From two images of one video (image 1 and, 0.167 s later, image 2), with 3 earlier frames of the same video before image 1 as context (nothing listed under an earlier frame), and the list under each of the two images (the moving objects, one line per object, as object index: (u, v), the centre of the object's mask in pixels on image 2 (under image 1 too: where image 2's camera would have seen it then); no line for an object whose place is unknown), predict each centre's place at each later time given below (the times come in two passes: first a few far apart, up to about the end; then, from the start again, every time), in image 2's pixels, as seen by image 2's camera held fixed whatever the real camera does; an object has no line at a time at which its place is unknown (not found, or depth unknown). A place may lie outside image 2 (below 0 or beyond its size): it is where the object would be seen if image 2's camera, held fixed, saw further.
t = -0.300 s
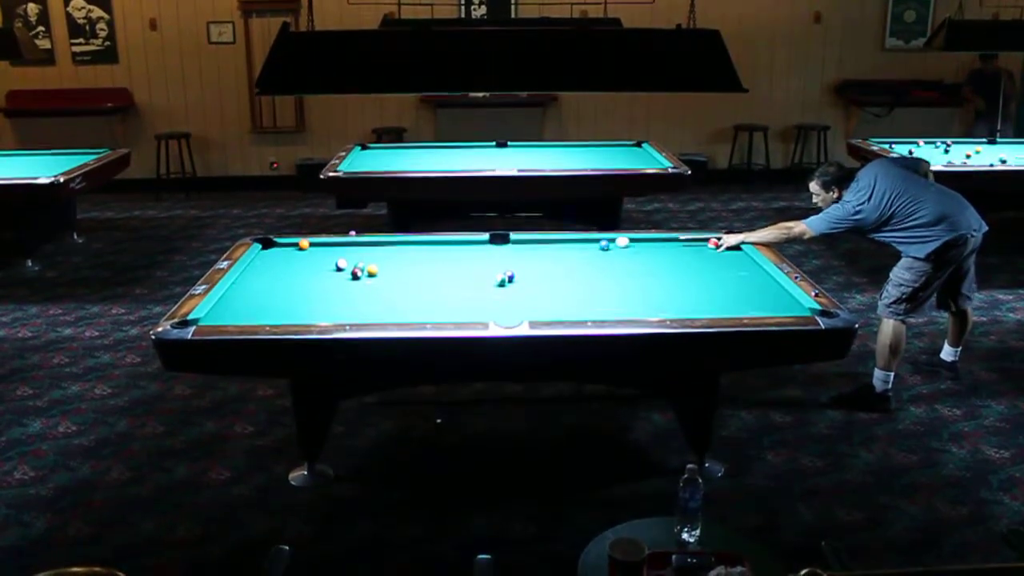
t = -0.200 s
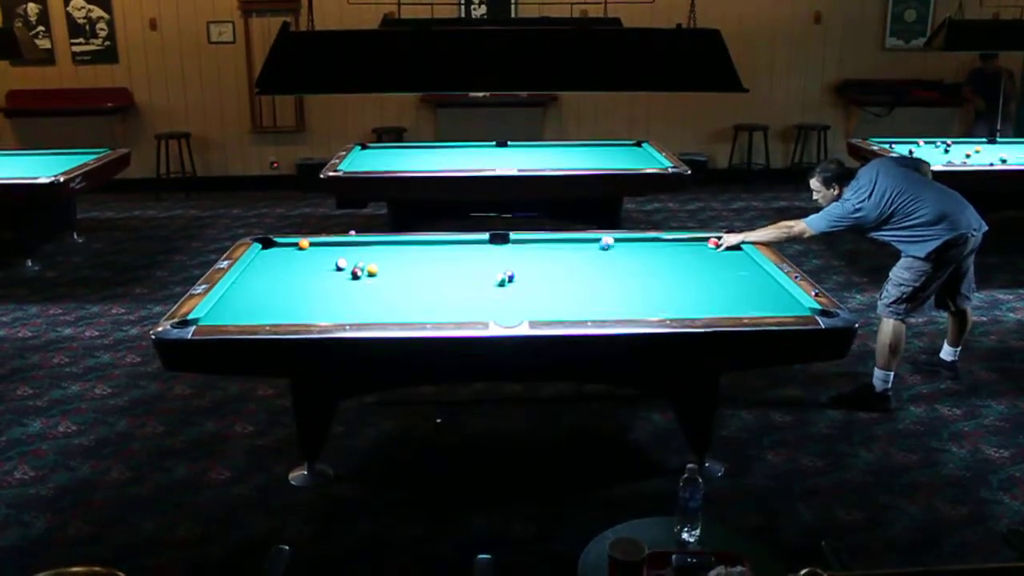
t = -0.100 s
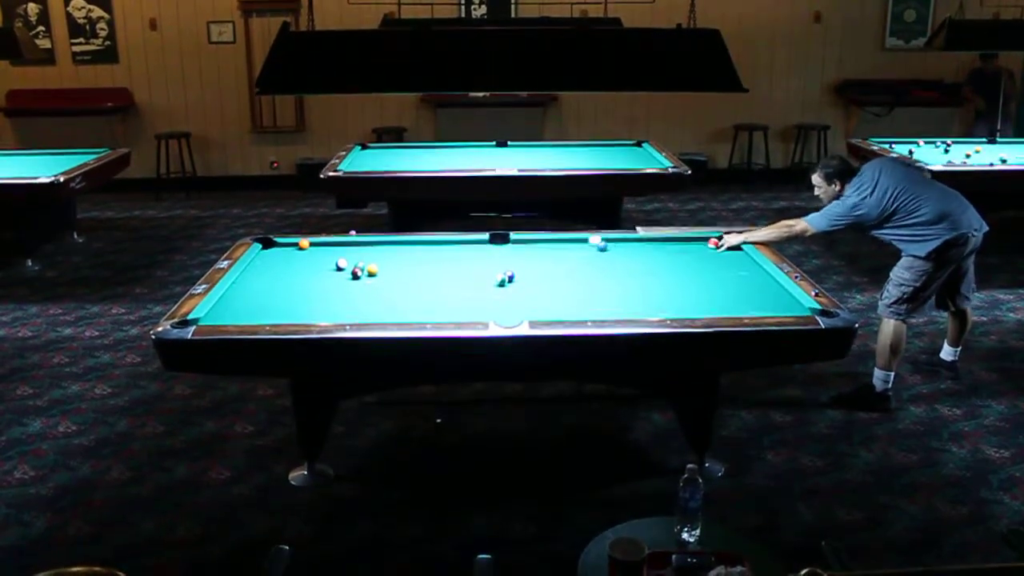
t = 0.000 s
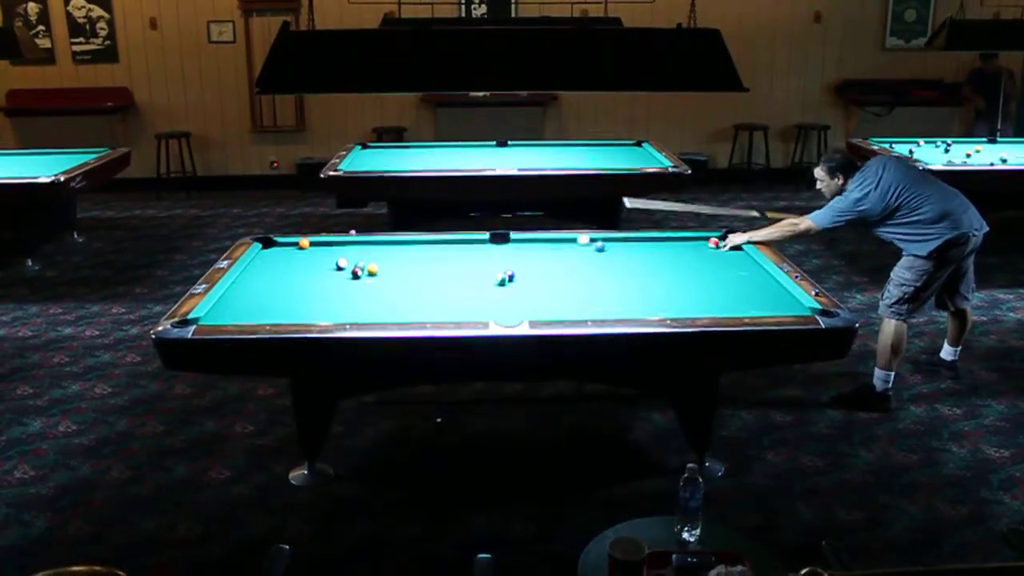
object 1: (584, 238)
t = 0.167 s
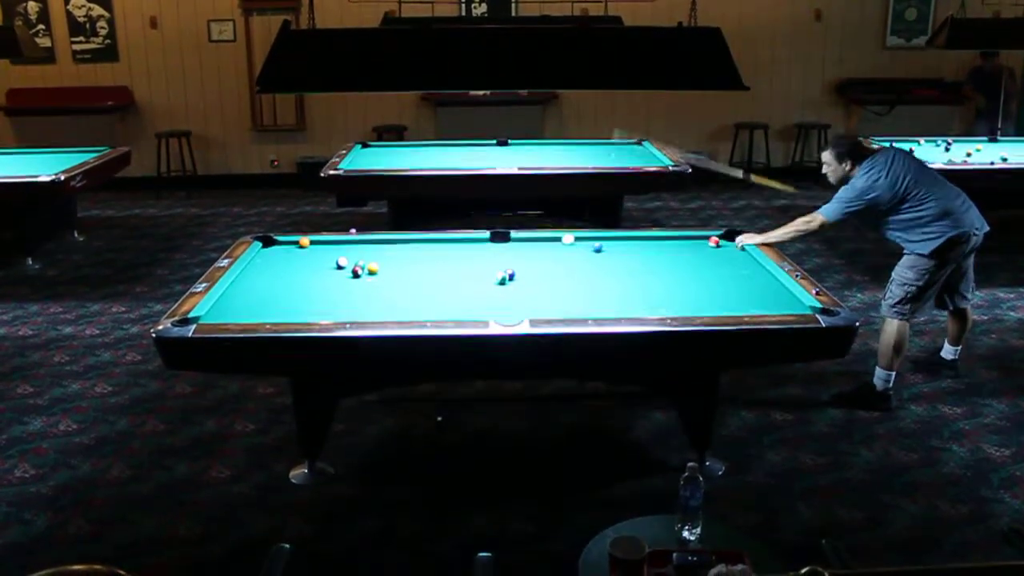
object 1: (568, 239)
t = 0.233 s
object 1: (562, 239)
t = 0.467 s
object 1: (540, 241)
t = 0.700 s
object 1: (519, 243)
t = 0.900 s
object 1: (502, 245)
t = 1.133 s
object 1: (482, 246)
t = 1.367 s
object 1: (464, 247)
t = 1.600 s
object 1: (445, 249)
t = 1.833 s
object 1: (428, 250)
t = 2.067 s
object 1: (411, 252)
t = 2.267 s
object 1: (397, 252)
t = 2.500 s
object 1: (382, 253)
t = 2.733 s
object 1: (367, 254)
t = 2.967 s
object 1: (354, 255)
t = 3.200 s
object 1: (339, 255)
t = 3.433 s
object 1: (329, 258)
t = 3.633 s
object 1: (318, 259)
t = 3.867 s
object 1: (308, 260)
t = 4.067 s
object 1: (297, 260)
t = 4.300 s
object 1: (288, 261)
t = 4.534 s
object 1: (281, 262)
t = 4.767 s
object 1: (273, 263)
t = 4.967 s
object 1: (267, 264)
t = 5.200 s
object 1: (260, 264)
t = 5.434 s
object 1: (256, 264)
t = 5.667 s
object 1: (252, 265)
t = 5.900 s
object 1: (253, 265)
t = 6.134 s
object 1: (253, 265)
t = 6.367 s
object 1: (253, 265)
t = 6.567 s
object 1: (253, 265)
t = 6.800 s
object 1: (253, 265)
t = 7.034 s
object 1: (254, 265)
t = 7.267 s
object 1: (254, 265)
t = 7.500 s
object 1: (253, 265)
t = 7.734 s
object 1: (253, 265)
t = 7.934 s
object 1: (253, 265)
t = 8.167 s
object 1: (253, 265)
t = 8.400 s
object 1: (253, 265)
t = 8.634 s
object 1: (253, 265)
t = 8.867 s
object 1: (253, 265)
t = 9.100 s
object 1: (253, 265)
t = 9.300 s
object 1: (253, 265)
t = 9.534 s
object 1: (253, 265)
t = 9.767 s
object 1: (253, 265)
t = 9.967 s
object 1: (254, 265)
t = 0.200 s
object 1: (564, 239)
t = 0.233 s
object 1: (562, 239)
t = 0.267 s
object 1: (558, 240)
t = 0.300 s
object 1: (555, 240)
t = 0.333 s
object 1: (552, 240)
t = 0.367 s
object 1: (549, 240)
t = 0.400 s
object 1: (546, 241)
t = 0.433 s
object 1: (543, 241)
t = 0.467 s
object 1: (540, 241)
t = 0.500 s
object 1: (538, 242)
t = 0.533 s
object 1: (534, 242)
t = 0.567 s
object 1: (531, 242)
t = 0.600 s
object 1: (529, 242)
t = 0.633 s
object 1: (525, 243)
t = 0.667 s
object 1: (522, 243)
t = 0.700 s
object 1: (519, 243)
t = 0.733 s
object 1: (516, 243)
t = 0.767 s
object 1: (513, 244)
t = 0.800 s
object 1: (511, 244)
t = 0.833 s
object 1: (508, 244)
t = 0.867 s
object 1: (505, 244)
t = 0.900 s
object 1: (502, 245)
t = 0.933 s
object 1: (499, 245)
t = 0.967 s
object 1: (496, 245)
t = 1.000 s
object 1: (494, 245)
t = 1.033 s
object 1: (491, 246)
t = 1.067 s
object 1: (488, 246)
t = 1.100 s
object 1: (485, 246)
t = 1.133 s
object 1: (482, 246)
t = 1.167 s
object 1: (480, 246)
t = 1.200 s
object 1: (477, 246)
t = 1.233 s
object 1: (475, 247)
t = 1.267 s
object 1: (472, 247)
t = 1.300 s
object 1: (469, 247)
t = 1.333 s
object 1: (467, 247)
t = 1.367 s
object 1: (464, 247)
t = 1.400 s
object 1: (461, 247)
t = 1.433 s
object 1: (458, 248)
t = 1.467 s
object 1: (455, 248)
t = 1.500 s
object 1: (454, 248)
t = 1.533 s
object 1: (451, 248)
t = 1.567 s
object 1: (448, 249)
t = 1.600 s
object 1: (445, 249)
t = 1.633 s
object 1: (443, 249)
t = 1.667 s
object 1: (440, 249)
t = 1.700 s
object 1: (438, 249)
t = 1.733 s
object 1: (435, 249)
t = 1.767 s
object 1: (433, 250)
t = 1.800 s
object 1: (430, 250)
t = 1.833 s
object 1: (428, 250)
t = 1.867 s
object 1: (425, 251)
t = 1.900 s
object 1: (423, 251)
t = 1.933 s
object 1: (420, 251)
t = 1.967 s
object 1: (418, 251)
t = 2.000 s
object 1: (415, 251)
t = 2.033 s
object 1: (413, 252)
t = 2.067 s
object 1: (411, 252)
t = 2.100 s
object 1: (408, 252)
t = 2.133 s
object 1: (405, 252)
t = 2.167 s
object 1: (403, 252)
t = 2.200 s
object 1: (401, 252)
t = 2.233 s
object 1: (399, 252)
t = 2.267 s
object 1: (397, 252)
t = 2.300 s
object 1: (395, 252)
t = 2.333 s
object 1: (392, 252)
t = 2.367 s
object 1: (390, 252)
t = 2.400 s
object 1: (388, 253)
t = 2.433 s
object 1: (386, 253)
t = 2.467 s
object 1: (384, 253)
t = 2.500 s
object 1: (382, 253)
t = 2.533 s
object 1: (380, 253)
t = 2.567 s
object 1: (378, 253)
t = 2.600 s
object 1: (375, 254)
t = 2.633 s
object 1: (375, 254)
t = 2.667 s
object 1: (372, 254)
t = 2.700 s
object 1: (370, 254)
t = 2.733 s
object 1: (367, 254)
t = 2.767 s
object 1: (365, 254)
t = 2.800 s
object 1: (364, 254)
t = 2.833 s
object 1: (362, 254)
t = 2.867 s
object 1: (359, 254)
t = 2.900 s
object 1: (357, 255)
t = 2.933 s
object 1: (355, 255)
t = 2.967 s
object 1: (354, 255)
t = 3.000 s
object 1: (352, 255)
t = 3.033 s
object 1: (351, 255)
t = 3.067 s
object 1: (349, 255)
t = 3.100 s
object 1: (347, 255)
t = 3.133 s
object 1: (345, 254)
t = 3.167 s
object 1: (345, 255)
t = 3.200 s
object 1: (339, 255)
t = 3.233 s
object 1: (338, 255)
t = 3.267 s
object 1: (337, 256)
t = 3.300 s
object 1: (334, 256)
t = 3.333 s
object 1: (333, 256)
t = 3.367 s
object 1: (332, 257)
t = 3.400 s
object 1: (331, 258)
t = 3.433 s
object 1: (329, 258)
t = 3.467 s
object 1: (327, 258)
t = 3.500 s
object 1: (325, 258)
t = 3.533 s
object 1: (323, 259)
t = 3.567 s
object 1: (321, 259)
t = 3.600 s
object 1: (320, 259)
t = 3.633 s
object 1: (318, 259)
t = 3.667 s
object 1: (317, 259)
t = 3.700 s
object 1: (316, 259)
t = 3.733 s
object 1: (314, 259)
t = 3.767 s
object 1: (312, 259)
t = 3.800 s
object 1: (310, 259)
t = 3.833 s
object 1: (309, 260)
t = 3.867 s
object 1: (308, 260)
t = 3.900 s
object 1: (306, 260)
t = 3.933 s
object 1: (305, 260)
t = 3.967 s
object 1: (303, 260)
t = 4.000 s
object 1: (301, 260)
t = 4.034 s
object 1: (298, 260)
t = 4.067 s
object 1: (297, 260)
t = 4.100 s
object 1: (295, 260)
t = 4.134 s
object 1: (295, 261)
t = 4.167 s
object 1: (293, 261)
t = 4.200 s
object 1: (291, 261)
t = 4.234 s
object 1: (291, 261)
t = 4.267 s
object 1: (289, 261)
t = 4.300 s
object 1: (288, 261)
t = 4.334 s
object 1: (287, 261)
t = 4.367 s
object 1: (286, 261)
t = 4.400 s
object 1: (285, 261)
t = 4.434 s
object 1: (284, 261)
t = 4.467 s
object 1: (282, 262)
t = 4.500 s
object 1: (282, 262)
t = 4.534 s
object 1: (281, 262)
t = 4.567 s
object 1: (279, 262)
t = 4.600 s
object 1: (277, 263)
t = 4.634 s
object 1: (277, 263)
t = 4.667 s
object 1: (276, 263)
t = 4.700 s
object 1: (275, 263)
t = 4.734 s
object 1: (274, 263)
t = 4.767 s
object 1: (273, 263)
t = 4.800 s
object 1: (272, 263)
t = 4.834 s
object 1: (270, 263)
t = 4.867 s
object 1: (269, 263)
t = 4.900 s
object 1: (269, 263)
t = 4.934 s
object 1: (268, 263)
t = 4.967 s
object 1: (267, 264)
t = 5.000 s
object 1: (266, 264)
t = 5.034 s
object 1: (265, 264)
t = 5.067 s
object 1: (264, 264)
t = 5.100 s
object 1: (264, 264)
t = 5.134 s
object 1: (263, 264)
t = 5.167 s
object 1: (261, 264)
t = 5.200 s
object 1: (260, 264)
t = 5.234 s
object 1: (260, 264)
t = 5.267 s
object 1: (259, 264)
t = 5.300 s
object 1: (259, 264)
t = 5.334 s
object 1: (258, 264)
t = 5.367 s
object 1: (257, 264)
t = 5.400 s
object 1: (256, 264)
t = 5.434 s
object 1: (256, 264)
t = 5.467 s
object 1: (255, 264)
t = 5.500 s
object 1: (254, 264)
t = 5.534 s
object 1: (253, 265)
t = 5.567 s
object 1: (253, 265)
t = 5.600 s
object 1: (253, 265)
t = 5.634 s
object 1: (252, 265)
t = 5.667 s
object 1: (252, 265)
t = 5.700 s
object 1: (252, 265)
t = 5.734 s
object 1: (252, 265)
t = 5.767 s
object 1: (252, 265)
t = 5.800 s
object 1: (252, 265)
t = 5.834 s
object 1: (252, 265)
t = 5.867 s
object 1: (252, 265)
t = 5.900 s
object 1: (253, 265)
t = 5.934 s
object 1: (253, 265)
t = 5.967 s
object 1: (253, 265)
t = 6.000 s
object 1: (253, 265)
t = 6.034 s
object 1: (253, 265)
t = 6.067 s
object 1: (253, 265)
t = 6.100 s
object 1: (253, 265)
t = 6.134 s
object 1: (253, 265)
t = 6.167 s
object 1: (253, 265)
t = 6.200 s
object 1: (253, 265)
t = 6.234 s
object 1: (253, 265)
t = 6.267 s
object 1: (253, 265)
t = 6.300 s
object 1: (253, 265)
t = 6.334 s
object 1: (253, 265)
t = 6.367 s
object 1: (253, 265)
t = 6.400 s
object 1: (253, 265)
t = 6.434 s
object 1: (253, 265)
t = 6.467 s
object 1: (253, 265)
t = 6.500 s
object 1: (253, 265)
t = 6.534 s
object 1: (253, 265)
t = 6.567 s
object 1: (253, 265)
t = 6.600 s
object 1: (253, 265)
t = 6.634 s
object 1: (253, 265)
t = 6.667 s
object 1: (253, 265)
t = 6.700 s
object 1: (253, 265)
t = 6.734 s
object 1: (253, 265)
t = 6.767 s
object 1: (253, 265)
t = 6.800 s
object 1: (253, 265)
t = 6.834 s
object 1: (253, 265)
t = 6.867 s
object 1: (253, 265)
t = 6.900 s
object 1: (253, 265)
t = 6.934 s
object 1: (253, 265)
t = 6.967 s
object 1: (253, 265)
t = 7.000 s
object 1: (254, 265)
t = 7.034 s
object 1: (254, 265)
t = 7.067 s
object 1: (253, 265)
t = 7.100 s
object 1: (253, 265)
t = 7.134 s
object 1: (253, 265)
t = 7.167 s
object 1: (253, 265)
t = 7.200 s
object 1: (253, 265)
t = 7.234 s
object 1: (253, 265)
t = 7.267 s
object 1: (254, 265)
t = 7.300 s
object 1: (253, 265)
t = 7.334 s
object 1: (253, 265)
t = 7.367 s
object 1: (253, 265)
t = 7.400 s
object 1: (253, 265)
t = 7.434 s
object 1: (253, 265)
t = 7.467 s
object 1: (253, 265)
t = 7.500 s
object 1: (253, 265)
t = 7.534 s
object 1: (253, 265)
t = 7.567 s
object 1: (253, 265)
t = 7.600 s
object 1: (253, 265)
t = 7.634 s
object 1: (253, 265)
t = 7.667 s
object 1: (253, 265)
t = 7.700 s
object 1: (253, 265)
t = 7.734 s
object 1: (253, 265)
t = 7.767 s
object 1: (253, 265)
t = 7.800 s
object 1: (253, 265)
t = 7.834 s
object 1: (253, 265)
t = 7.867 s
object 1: (253, 265)
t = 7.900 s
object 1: (253, 265)
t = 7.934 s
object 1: (253, 265)
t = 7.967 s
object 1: (253, 265)
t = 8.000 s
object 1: (253, 265)
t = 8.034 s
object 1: (253, 265)
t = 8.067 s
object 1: (253, 265)
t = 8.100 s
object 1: (253, 265)
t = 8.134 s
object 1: (253, 265)
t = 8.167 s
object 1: (253, 265)
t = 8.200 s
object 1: (253, 265)
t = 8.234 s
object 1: (253, 265)
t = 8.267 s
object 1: (253, 265)
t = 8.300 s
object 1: (253, 265)
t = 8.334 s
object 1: (253, 265)
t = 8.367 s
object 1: (253, 265)
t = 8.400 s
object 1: (253, 265)
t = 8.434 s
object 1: (253, 265)
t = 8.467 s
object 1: (253, 265)
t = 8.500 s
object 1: (253, 265)
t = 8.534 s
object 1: (253, 265)
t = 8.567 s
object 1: (253, 265)
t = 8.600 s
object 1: (253, 265)
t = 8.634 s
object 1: (253, 265)
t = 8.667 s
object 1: (253, 265)
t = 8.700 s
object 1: (253, 265)
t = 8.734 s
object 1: (253, 265)
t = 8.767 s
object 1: (253, 265)
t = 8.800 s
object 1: (253, 265)
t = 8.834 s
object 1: (253, 265)
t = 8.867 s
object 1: (253, 265)
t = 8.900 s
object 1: (253, 265)
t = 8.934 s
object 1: (253, 265)
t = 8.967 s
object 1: (253, 265)
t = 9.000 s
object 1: (253, 265)
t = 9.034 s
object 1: (253, 265)
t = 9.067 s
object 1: (253, 265)
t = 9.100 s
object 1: (253, 265)
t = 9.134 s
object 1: (253, 265)
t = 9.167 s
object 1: (253, 265)
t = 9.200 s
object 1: (253, 265)
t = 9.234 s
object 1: (253, 265)
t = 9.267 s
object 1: (253, 265)
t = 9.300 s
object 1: (253, 265)
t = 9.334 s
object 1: (253, 265)
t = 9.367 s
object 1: (253, 265)
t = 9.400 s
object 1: (253, 265)
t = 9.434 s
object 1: (253, 265)
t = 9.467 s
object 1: (253, 265)
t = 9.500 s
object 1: (253, 265)
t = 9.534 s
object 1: (253, 265)
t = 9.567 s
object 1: (253, 264)
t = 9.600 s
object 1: (254, 264)
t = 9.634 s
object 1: (253, 265)
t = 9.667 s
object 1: (253, 264)
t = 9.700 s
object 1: (253, 265)
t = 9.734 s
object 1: (254, 264)
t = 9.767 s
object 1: (253, 265)
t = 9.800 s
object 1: (254, 265)
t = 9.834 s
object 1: (254, 265)
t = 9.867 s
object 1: (254, 265)
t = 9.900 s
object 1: (254, 265)
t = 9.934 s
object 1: (254, 264)
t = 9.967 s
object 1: (254, 265)
